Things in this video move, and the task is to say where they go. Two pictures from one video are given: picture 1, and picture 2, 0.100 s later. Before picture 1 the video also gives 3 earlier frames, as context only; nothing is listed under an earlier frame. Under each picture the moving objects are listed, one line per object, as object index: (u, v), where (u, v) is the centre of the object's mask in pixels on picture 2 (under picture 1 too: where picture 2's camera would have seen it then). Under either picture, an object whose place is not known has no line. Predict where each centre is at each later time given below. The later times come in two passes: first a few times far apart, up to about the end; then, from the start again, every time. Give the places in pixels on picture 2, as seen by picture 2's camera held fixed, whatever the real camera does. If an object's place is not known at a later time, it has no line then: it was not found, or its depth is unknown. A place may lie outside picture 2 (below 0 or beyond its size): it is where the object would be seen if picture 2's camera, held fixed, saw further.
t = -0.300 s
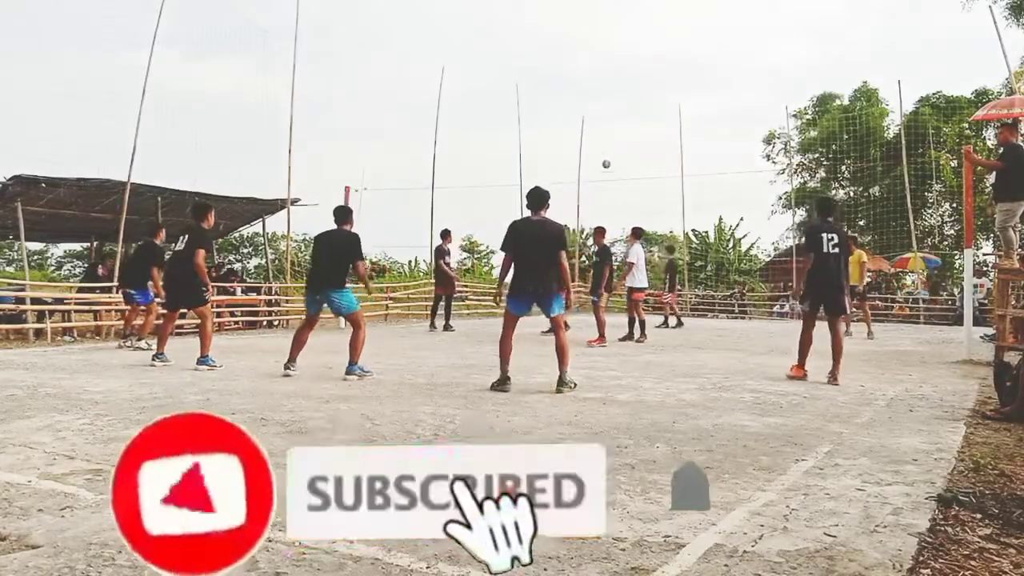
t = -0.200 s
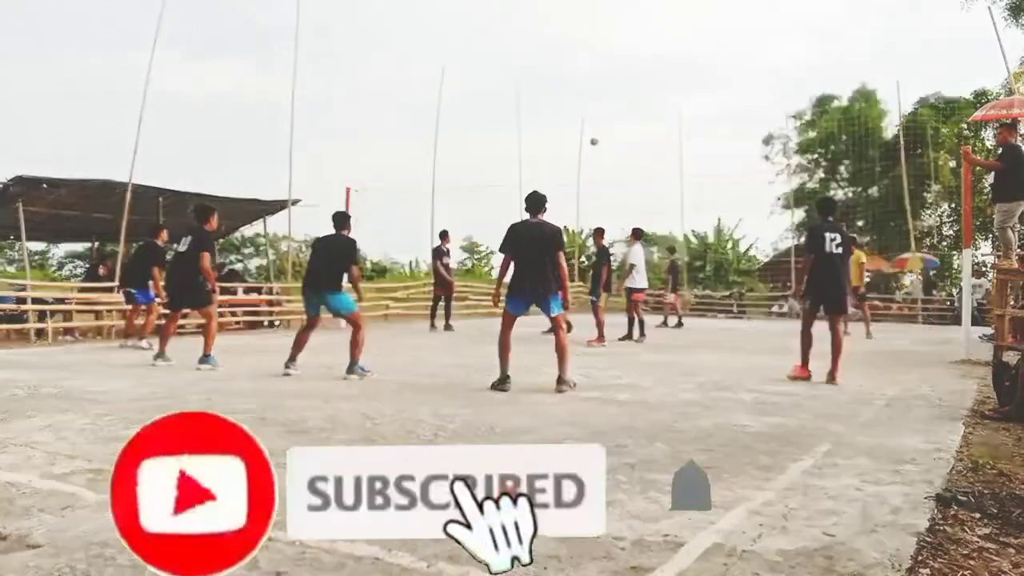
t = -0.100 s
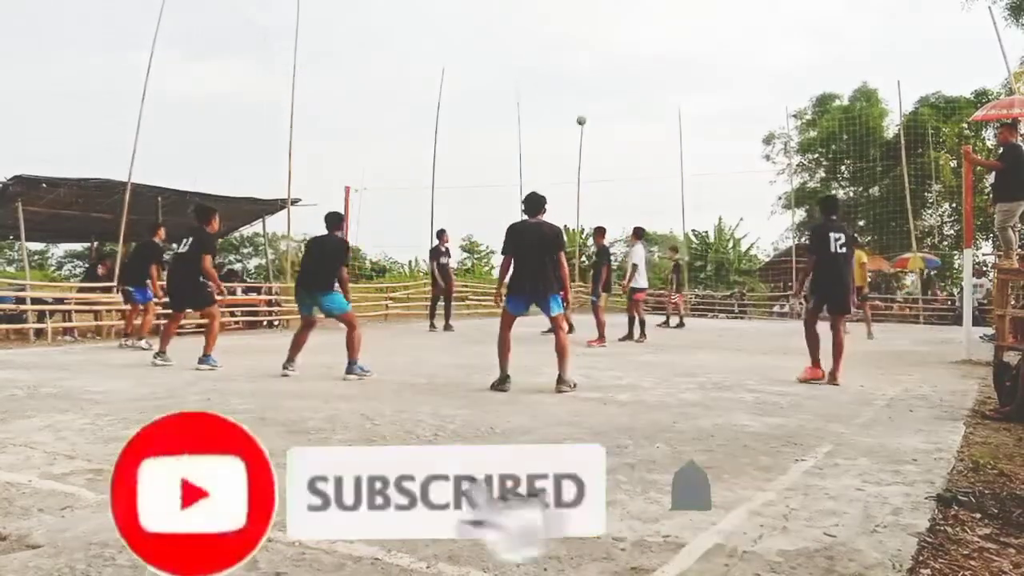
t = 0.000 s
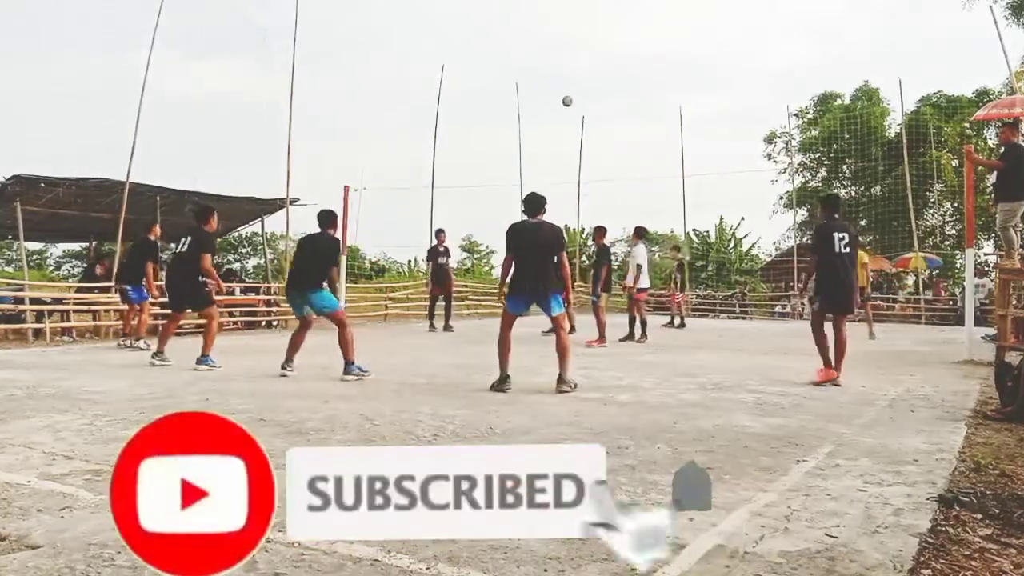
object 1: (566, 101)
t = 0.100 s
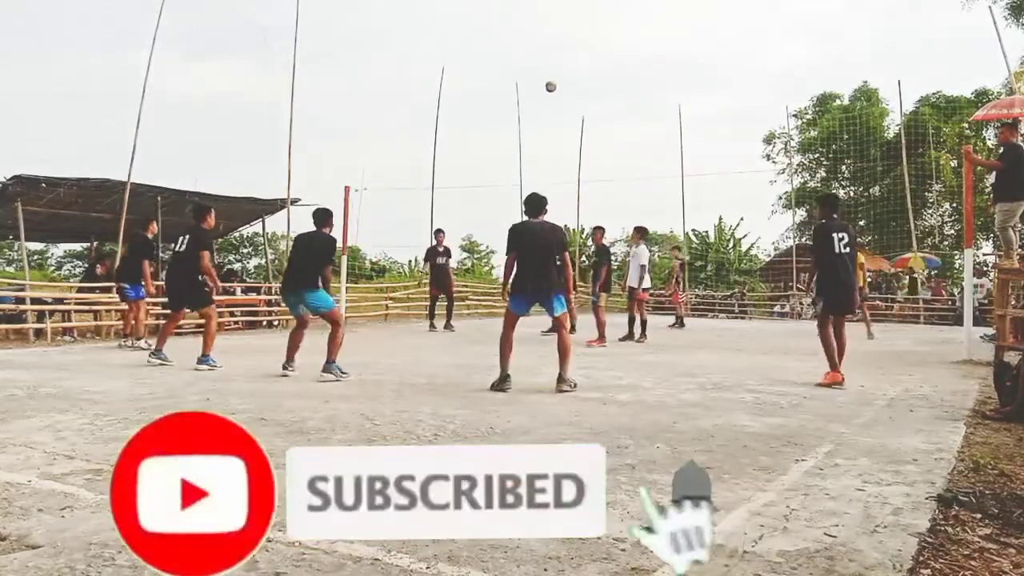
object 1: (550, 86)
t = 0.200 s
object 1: (532, 75)
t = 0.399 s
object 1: (487, 67)
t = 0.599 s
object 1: (431, 92)
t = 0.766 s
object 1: (373, 152)
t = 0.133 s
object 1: (544, 82)
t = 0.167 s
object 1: (538, 78)
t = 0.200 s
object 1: (532, 75)
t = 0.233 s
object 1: (525, 72)
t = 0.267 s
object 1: (518, 70)
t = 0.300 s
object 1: (510, 68)
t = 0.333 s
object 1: (503, 67)
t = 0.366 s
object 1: (495, 67)
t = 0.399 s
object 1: (487, 67)
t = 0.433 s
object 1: (478, 69)
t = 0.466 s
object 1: (469, 71)
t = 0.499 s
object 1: (460, 75)
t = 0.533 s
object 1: (452, 79)
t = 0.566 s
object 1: (441, 85)
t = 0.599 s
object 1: (431, 92)
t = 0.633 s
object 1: (421, 101)
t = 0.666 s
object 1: (410, 111)
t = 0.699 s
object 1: (398, 124)
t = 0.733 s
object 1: (386, 137)
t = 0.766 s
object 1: (373, 152)
